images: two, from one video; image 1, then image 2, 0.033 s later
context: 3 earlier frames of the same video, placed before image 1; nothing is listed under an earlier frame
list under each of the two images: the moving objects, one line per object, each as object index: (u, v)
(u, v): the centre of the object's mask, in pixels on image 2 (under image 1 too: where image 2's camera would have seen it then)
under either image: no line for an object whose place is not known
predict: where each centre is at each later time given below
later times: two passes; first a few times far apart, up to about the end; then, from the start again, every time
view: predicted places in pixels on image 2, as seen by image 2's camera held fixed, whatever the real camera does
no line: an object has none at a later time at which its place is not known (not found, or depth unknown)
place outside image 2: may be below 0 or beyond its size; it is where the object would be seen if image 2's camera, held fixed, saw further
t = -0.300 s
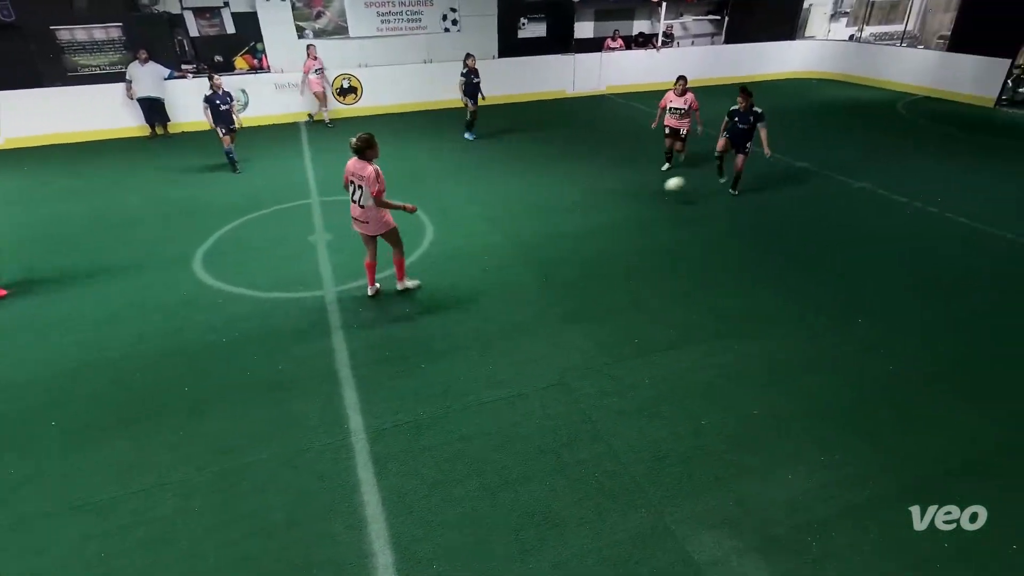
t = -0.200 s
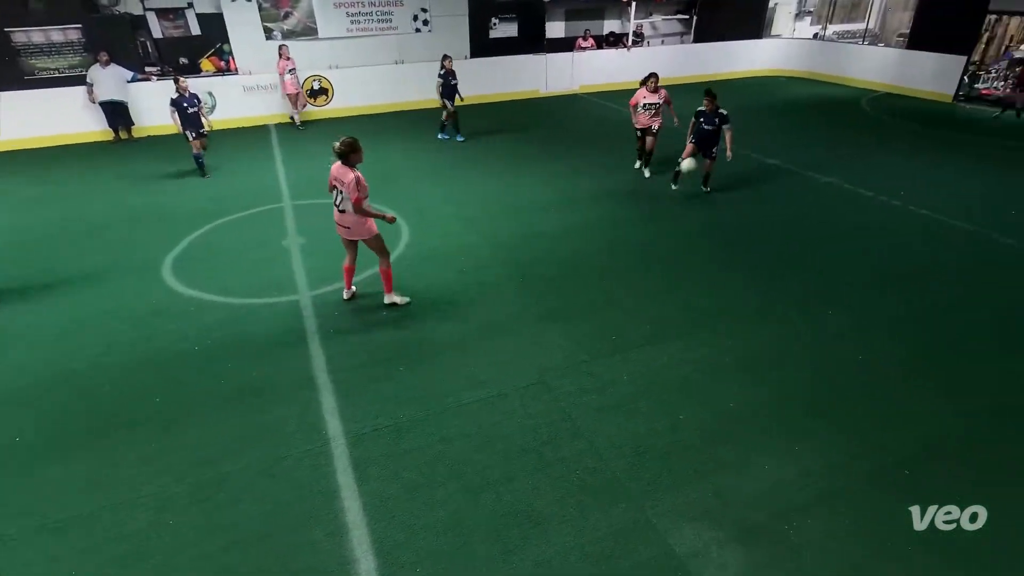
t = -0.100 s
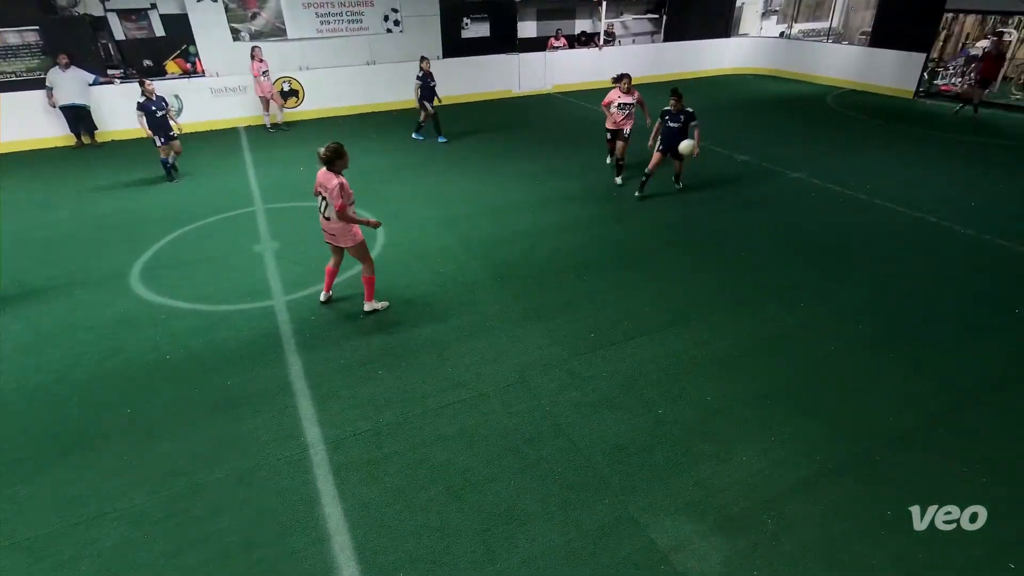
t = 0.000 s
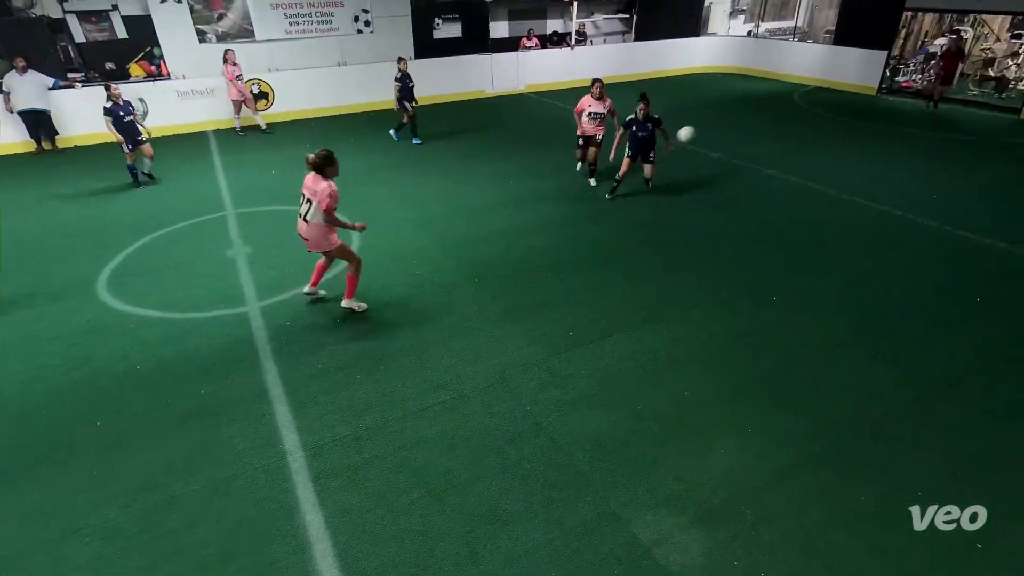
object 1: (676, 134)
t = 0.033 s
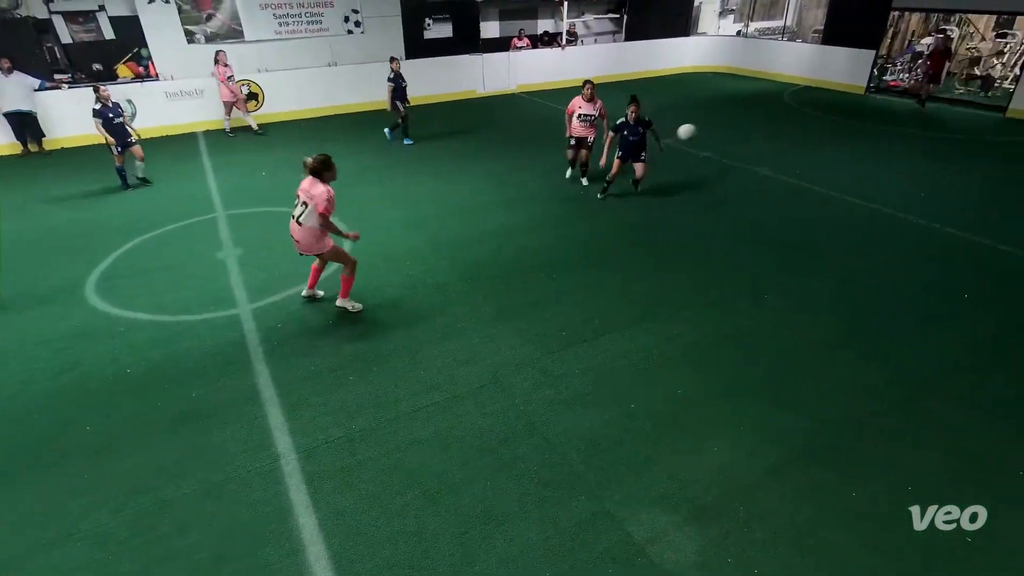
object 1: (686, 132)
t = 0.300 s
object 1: (765, 151)
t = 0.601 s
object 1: (848, 257)
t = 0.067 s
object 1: (695, 131)
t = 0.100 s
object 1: (705, 130)
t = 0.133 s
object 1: (715, 131)
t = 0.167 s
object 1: (724, 133)
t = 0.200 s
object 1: (735, 136)
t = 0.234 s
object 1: (745, 140)
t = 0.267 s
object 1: (755, 145)
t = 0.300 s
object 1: (765, 151)
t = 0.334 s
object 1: (774, 158)
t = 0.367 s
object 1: (785, 167)
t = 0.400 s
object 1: (794, 176)
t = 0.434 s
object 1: (804, 186)
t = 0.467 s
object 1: (813, 199)
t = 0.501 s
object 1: (822, 211)
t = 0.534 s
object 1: (831, 225)
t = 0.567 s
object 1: (840, 241)
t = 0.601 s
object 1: (848, 257)
